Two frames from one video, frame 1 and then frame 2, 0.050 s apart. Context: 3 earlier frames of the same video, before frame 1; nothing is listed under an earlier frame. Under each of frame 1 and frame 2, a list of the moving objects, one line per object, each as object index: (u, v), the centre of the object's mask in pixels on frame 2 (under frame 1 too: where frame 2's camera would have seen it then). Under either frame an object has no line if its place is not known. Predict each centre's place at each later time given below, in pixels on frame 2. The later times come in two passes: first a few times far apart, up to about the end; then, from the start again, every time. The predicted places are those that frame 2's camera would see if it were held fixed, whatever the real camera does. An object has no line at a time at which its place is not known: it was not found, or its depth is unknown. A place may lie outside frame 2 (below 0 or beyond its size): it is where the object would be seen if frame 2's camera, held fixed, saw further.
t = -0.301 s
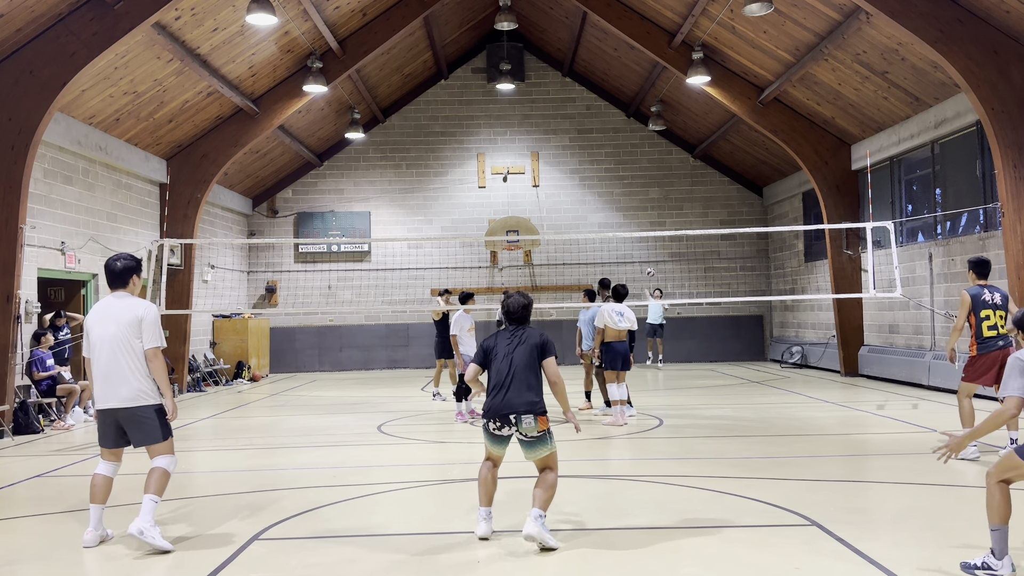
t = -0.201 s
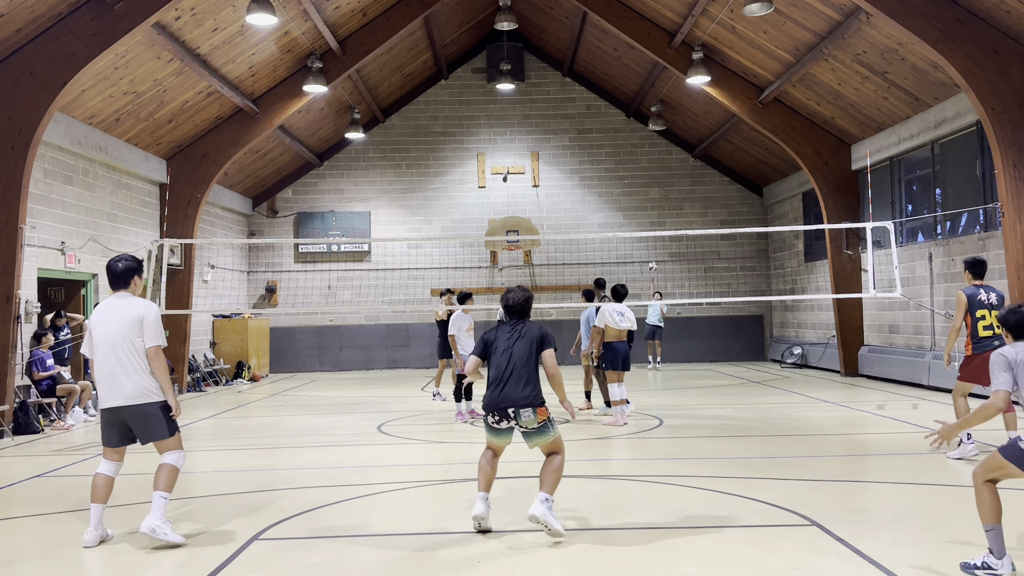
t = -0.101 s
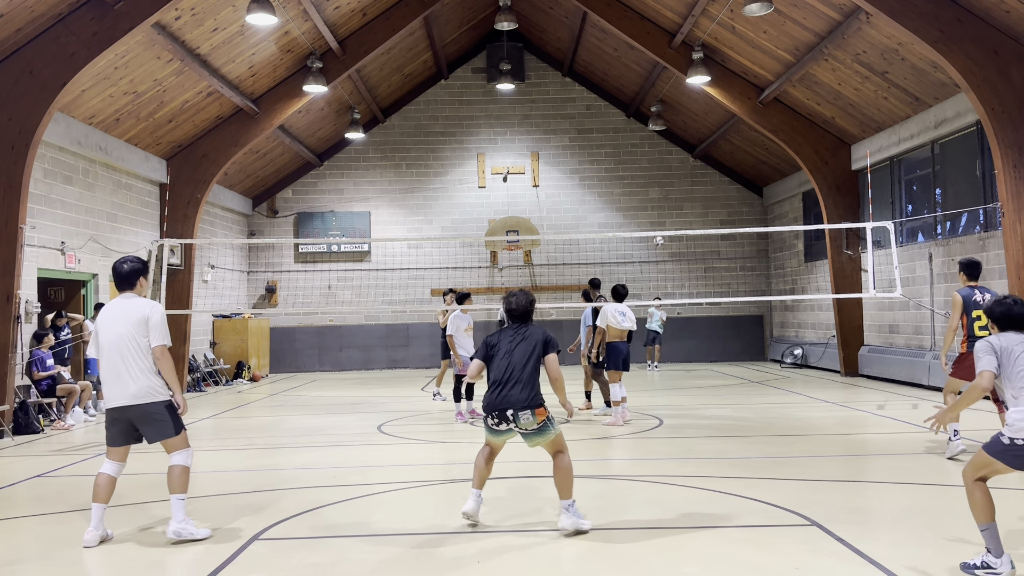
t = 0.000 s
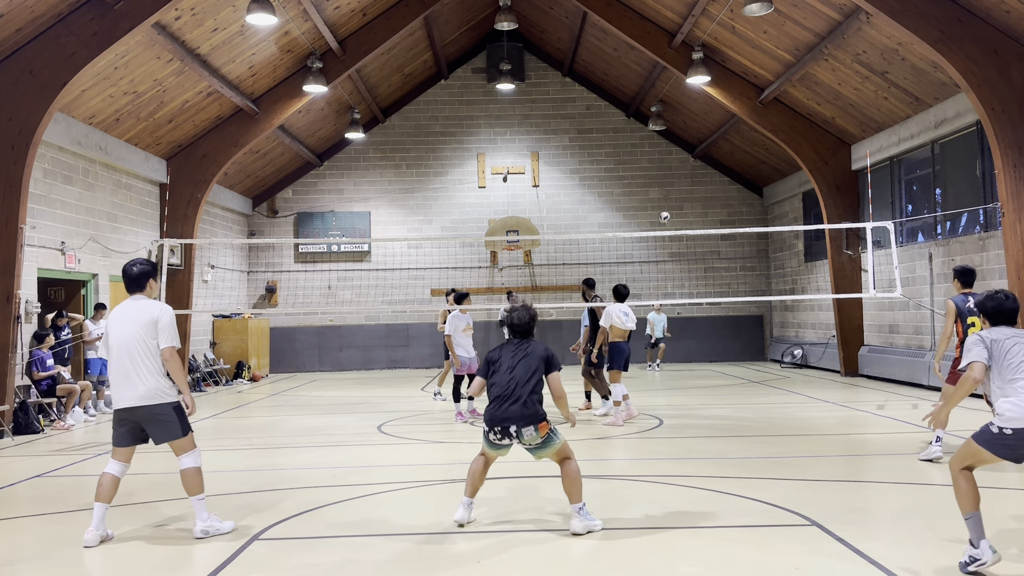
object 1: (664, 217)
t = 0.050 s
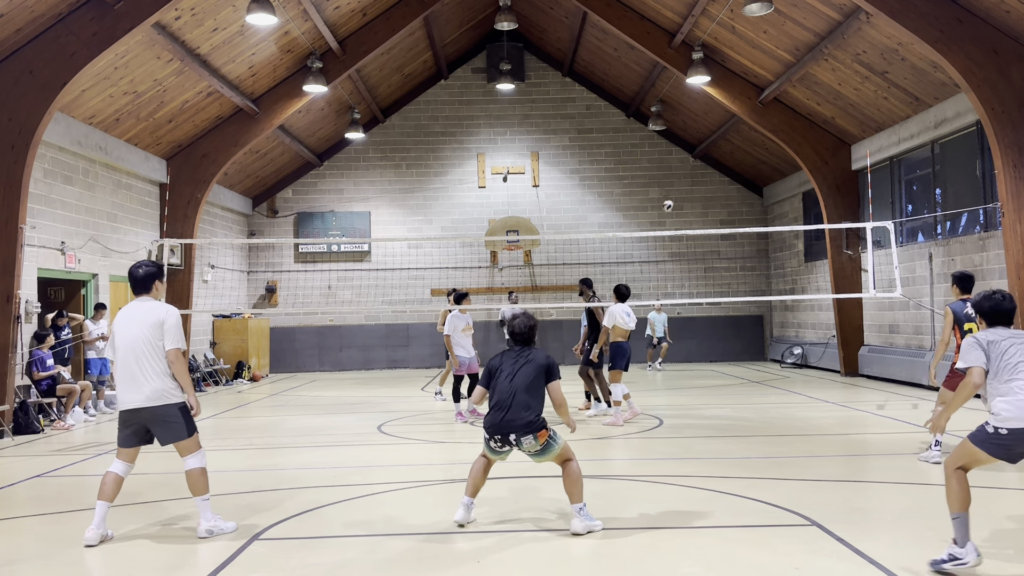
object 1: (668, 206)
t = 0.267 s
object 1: (683, 166)
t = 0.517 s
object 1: (708, 145)
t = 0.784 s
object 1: (746, 172)
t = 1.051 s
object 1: (807, 290)
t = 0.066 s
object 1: (669, 202)
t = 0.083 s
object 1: (670, 198)
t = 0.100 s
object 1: (671, 195)
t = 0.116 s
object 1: (672, 192)
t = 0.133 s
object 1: (674, 188)
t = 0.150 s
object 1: (675, 185)
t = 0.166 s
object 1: (676, 182)
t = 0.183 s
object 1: (677, 179)
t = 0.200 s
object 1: (678, 176)
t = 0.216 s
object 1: (679, 174)
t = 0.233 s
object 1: (680, 171)
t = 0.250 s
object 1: (681, 169)
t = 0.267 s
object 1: (683, 166)
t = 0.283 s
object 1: (684, 164)
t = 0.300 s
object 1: (685, 162)
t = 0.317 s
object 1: (687, 160)
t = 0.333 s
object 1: (688, 158)
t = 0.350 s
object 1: (689, 156)
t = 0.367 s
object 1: (691, 155)
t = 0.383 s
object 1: (693, 153)
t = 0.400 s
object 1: (694, 152)
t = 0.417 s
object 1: (696, 150)
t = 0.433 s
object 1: (698, 149)
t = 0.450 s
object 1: (700, 148)
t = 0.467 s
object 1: (702, 147)
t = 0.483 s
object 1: (704, 147)
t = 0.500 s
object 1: (705, 146)
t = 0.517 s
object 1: (708, 145)
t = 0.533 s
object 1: (710, 145)
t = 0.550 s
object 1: (712, 145)
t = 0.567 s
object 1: (714, 145)
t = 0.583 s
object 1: (716, 146)
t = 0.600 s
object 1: (718, 147)
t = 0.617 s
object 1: (720, 147)
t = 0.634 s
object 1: (722, 148)
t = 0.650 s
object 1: (724, 150)
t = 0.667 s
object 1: (727, 152)
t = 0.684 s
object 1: (729, 154)
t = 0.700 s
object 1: (732, 156)
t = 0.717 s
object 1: (734, 159)
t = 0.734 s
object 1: (737, 162)
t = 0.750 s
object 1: (740, 165)
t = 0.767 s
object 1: (743, 168)
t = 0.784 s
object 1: (746, 172)
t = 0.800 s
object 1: (749, 177)
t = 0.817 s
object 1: (753, 181)
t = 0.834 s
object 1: (756, 186)
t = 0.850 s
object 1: (759, 191)
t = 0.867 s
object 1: (763, 196)
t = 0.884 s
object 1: (766, 203)
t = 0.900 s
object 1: (770, 209)
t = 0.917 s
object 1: (774, 215)
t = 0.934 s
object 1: (777, 223)
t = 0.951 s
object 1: (781, 231)
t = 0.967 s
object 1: (786, 241)
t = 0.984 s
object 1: (790, 249)
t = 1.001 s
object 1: (794, 258)
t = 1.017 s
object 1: (798, 269)
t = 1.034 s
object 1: (803, 280)
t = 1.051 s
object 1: (807, 290)
